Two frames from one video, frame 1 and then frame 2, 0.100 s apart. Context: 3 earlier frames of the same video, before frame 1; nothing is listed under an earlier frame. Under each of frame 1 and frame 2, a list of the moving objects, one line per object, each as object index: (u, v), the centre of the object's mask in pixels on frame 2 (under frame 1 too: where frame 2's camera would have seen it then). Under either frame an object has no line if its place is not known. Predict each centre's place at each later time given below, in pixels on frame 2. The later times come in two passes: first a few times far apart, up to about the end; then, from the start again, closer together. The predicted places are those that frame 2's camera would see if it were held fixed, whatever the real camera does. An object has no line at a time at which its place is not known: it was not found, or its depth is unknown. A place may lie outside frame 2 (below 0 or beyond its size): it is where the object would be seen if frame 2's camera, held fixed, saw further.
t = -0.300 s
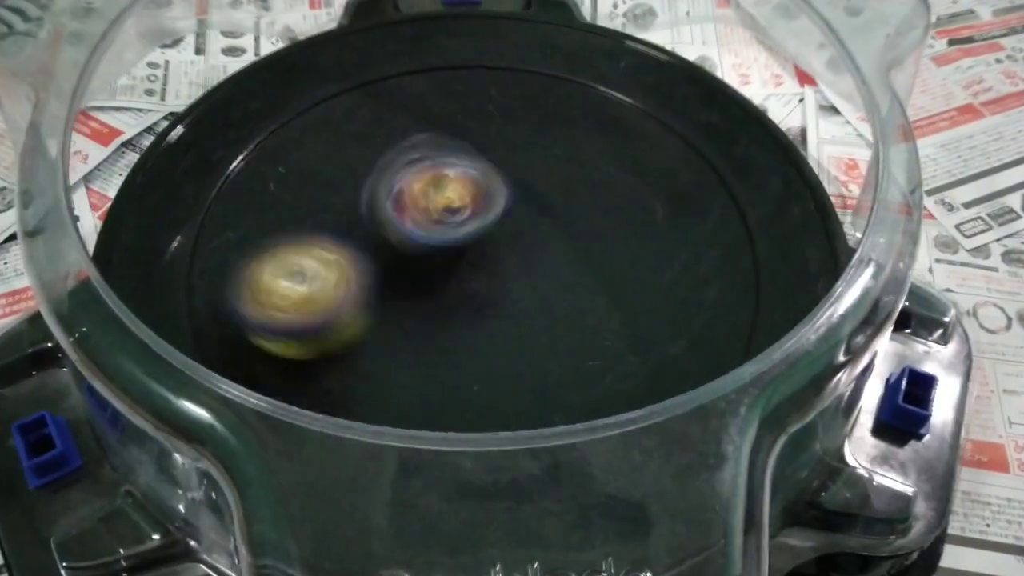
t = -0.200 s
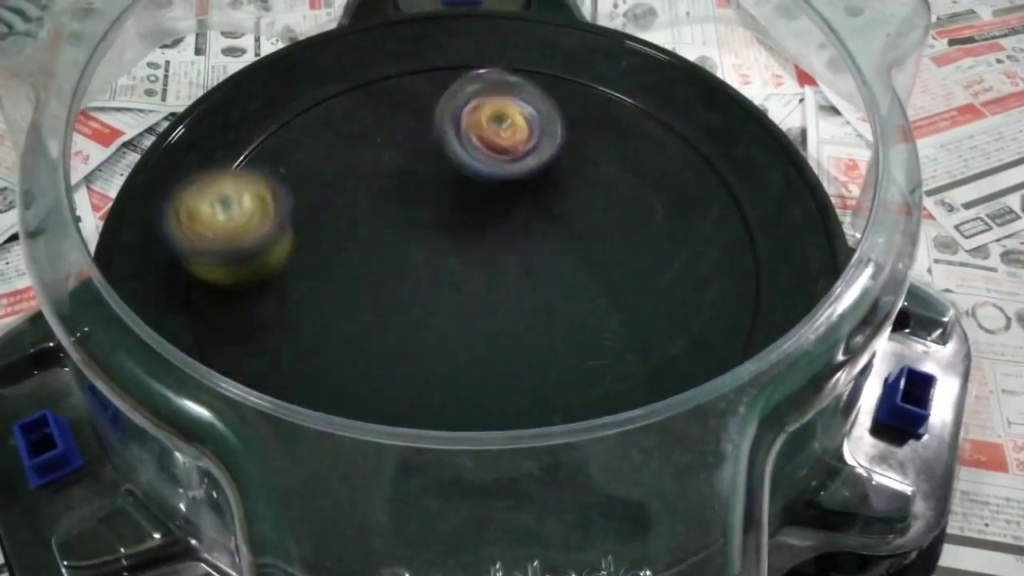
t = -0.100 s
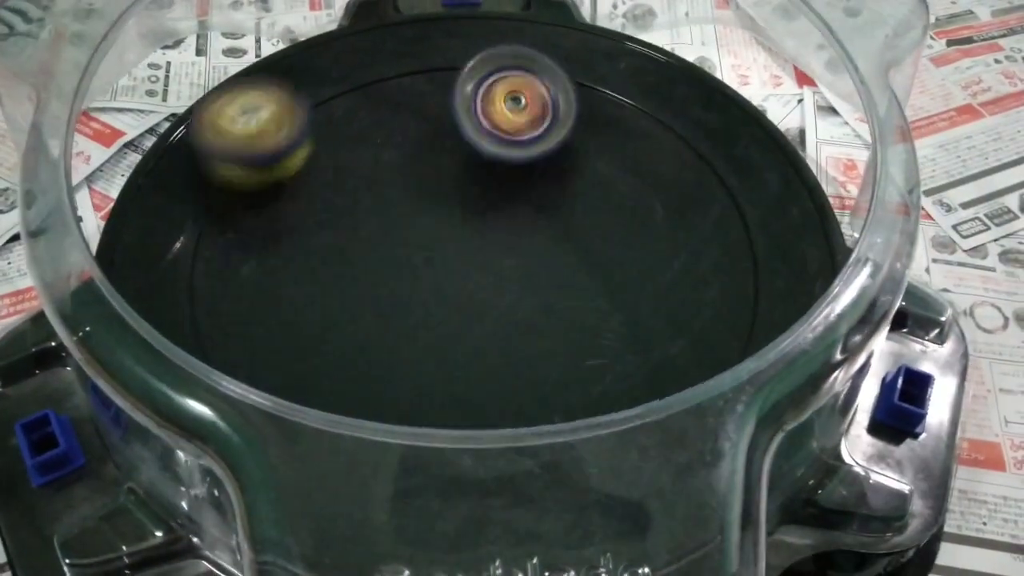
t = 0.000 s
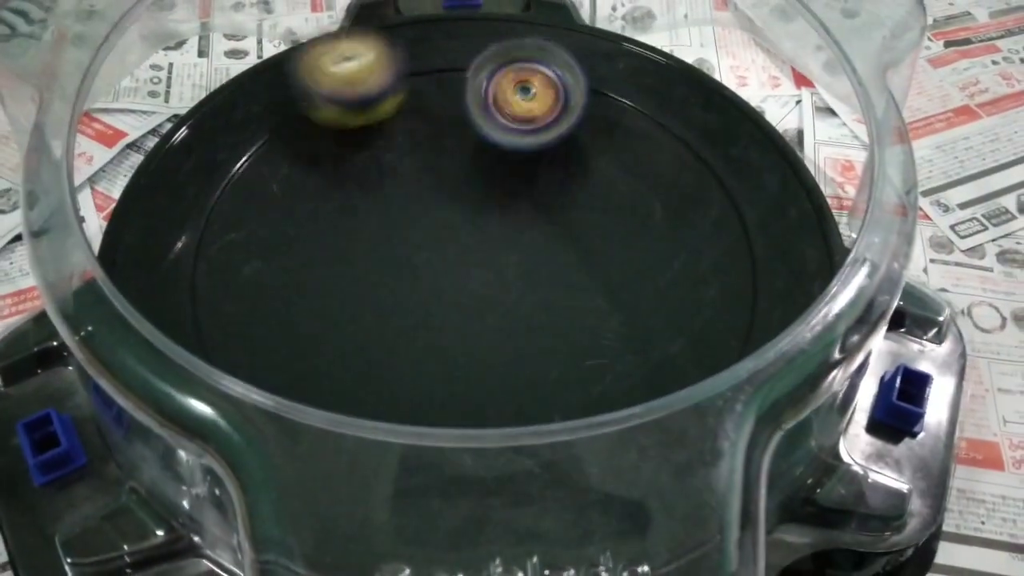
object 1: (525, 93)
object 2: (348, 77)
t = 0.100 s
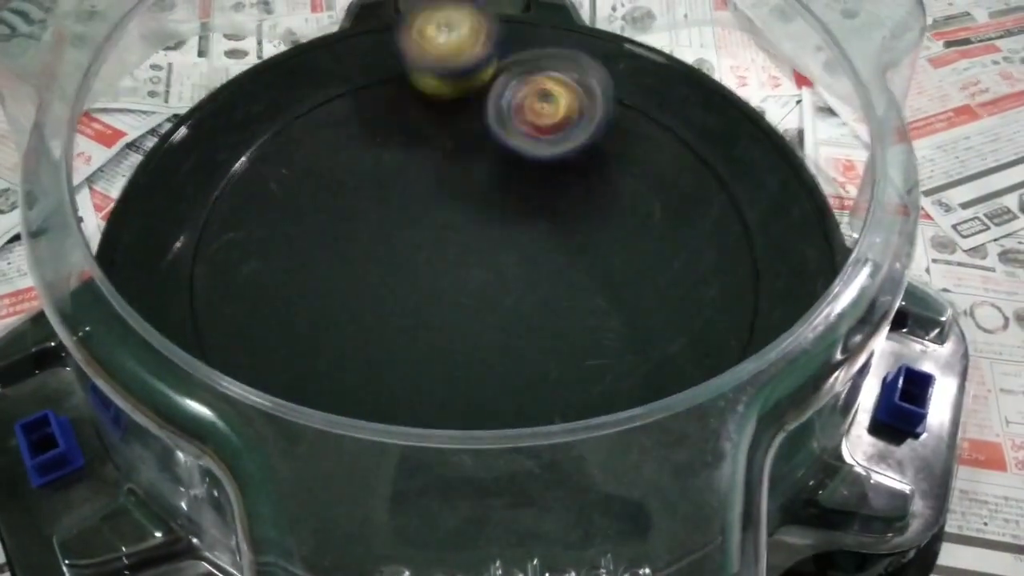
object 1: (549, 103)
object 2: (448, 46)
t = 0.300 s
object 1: (604, 168)
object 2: (530, 37)
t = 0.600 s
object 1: (580, 300)
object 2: (539, 162)
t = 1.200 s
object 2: (385, 117)
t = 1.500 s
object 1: (550, 289)
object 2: (473, 158)
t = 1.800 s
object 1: (633, 249)
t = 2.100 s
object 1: (560, 210)
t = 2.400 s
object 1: (499, 157)
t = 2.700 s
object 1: (507, 83)
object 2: (444, 315)
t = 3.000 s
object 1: (496, 146)
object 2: (568, 331)
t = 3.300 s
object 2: (603, 311)
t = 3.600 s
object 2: (575, 243)
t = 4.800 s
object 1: (631, 293)
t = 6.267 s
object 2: (613, 247)
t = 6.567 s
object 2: (597, 179)
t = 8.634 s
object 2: (642, 251)
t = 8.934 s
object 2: (595, 188)
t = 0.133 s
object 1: (570, 115)
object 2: (460, 37)
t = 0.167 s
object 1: (587, 129)
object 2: (474, 33)
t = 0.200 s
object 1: (598, 141)
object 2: (488, 32)
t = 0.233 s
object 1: (601, 152)
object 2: (502, 32)
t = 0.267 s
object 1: (603, 160)
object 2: (516, 33)
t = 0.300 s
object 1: (604, 168)
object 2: (530, 37)
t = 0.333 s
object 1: (603, 177)
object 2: (542, 42)
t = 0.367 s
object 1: (601, 186)
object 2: (554, 50)
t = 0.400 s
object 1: (597, 196)
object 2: (564, 69)
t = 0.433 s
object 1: (592, 207)
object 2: (575, 92)
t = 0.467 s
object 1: (587, 218)
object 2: (584, 116)
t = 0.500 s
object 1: (589, 235)
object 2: (579, 122)
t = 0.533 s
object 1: (588, 262)
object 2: (568, 133)
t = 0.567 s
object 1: (587, 280)
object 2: (554, 148)
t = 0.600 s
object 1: (580, 300)
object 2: (539, 162)
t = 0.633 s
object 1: (568, 318)
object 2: (523, 177)
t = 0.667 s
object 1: (556, 332)
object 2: (503, 189)
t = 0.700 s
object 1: (544, 339)
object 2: (482, 198)
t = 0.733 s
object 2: (459, 205)
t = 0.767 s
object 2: (435, 209)
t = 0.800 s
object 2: (411, 208)
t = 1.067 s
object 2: (337, 126)
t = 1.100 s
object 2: (345, 120)
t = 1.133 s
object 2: (356, 116)
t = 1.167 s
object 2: (369, 115)
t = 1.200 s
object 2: (385, 117)
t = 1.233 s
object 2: (404, 122)
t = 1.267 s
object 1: (441, 249)
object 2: (426, 131)
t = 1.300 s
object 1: (443, 248)
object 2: (445, 142)
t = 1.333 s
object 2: (452, 136)
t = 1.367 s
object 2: (457, 133)
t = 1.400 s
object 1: (499, 286)
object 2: (464, 134)
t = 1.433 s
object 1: (520, 291)
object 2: (470, 139)
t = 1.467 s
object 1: (537, 291)
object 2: (472, 148)
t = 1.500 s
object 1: (550, 289)
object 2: (473, 158)
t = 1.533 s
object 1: (564, 287)
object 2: (473, 169)
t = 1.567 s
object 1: (576, 284)
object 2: (473, 181)
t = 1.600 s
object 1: (587, 280)
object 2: (471, 193)
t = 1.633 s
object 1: (598, 277)
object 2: (469, 205)
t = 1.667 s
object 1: (609, 272)
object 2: (465, 217)
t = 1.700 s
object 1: (617, 267)
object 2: (460, 228)
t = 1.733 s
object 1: (625, 262)
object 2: (452, 241)
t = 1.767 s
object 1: (631, 255)
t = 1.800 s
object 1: (633, 249)
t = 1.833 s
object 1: (633, 243)
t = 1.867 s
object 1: (630, 237)
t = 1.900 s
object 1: (624, 231)
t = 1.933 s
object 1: (617, 227)
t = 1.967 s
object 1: (608, 222)
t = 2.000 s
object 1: (597, 217)
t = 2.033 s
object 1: (586, 215)
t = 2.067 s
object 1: (573, 212)
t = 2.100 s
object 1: (560, 210)
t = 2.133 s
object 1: (547, 208)
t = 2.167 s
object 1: (534, 206)
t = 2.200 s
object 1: (521, 205)
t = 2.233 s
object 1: (509, 204)
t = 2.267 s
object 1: (496, 202)
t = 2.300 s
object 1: (484, 201)
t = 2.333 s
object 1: (476, 198)
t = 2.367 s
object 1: (487, 180)
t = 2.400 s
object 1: (499, 157)
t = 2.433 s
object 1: (505, 141)
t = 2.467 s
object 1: (507, 131)
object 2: (360, 288)
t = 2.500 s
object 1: (507, 122)
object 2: (370, 296)
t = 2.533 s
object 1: (507, 114)
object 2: (381, 300)
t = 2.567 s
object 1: (507, 106)
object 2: (393, 304)
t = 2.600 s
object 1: (506, 99)
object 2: (404, 307)
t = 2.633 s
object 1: (506, 92)
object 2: (417, 310)
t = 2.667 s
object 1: (507, 87)
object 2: (430, 313)
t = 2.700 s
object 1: (507, 83)
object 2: (444, 315)
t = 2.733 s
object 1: (507, 82)
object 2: (459, 318)
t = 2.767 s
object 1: (506, 84)
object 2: (474, 320)
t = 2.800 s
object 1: (504, 88)
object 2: (489, 322)
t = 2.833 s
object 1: (504, 94)
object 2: (503, 324)
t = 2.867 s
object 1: (502, 104)
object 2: (516, 325)
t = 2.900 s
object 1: (500, 114)
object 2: (531, 328)
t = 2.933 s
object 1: (498, 125)
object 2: (544, 329)
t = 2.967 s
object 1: (497, 136)
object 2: (557, 330)
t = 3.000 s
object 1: (496, 146)
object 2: (568, 331)
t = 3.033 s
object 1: (494, 158)
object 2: (577, 332)
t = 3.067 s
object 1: (491, 167)
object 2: (586, 332)
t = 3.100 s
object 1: (490, 178)
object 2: (594, 331)
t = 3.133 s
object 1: (487, 189)
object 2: (599, 329)
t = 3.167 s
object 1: (483, 200)
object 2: (603, 327)
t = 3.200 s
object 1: (479, 212)
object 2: (605, 325)
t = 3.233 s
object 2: (605, 321)
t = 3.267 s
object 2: (604, 317)
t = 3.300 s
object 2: (603, 311)
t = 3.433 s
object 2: (592, 283)
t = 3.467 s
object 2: (589, 275)
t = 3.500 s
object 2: (585, 266)
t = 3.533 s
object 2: (582, 258)
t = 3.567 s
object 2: (579, 250)
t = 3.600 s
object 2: (575, 243)
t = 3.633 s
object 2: (570, 237)
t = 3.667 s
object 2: (565, 231)
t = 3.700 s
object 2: (559, 226)
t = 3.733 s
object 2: (552, 221)
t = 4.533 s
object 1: (531, 235)
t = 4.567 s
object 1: (554, 254)
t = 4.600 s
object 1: (571, 265)
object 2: (436, 112)
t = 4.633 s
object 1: (583, 272)
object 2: (430, 108)
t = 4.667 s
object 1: (592, 275)
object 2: (425, 107)
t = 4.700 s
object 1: (604, 279)
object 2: (421, 109)
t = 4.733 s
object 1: (616, 283)
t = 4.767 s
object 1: (623, 288)
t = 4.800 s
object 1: (631, 293)
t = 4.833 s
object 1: (638, 298)
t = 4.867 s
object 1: (642, 304)
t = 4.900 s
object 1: (645, 310)
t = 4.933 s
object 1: (647, 316)
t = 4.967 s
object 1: (646, 323)
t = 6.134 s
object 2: (589, 285)
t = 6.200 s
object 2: (603, 266)
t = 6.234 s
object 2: (608, 256)
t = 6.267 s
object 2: (613, 247)
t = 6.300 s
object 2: (615, 238)
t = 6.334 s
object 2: (617, 230)
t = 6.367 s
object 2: (617, 221)
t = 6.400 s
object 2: (616, 213)
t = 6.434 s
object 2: (615, 204)
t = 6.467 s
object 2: (611, 198)
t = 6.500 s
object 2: (607, 191)
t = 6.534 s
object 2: (603, 185)
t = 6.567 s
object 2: (597, 179)
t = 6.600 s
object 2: (591, 173)
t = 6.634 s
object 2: (583, 168)
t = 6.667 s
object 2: (575, 163)
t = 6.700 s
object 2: (566, 159)
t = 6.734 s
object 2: (558, 156)
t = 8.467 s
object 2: (610, 293)
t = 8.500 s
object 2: (616, 286)
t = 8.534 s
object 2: (620, 279)
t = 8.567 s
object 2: (623, 272)
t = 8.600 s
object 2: (634, 261)
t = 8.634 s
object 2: (642, 251)
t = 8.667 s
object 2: (644, 244)
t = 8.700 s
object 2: (644, 237)
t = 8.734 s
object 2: (642, 230)
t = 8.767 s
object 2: (637, 223)
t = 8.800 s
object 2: (631, 216)
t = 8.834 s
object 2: (623, 209)
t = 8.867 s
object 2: (614, 201)
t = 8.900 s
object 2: (605, 195)
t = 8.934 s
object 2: (595, 188)
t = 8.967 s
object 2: (583, 183)
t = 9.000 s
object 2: (571, 178)
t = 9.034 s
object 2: (559, 173)
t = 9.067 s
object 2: (545, 170)
